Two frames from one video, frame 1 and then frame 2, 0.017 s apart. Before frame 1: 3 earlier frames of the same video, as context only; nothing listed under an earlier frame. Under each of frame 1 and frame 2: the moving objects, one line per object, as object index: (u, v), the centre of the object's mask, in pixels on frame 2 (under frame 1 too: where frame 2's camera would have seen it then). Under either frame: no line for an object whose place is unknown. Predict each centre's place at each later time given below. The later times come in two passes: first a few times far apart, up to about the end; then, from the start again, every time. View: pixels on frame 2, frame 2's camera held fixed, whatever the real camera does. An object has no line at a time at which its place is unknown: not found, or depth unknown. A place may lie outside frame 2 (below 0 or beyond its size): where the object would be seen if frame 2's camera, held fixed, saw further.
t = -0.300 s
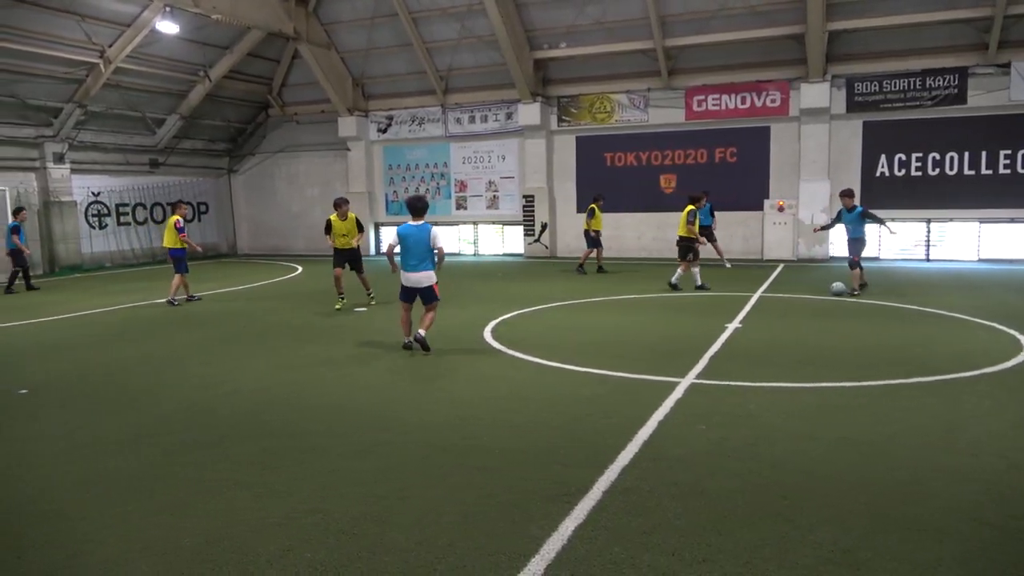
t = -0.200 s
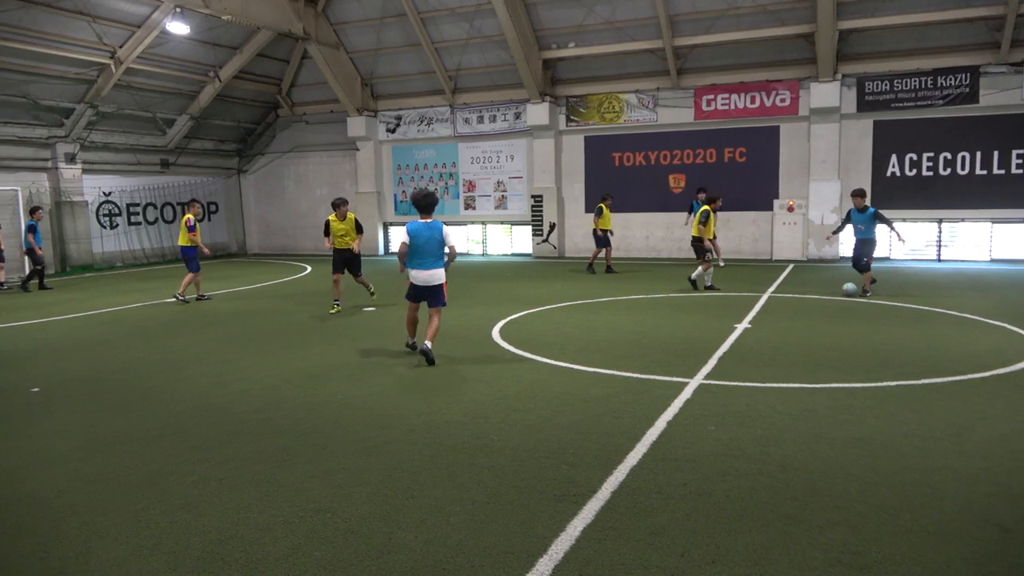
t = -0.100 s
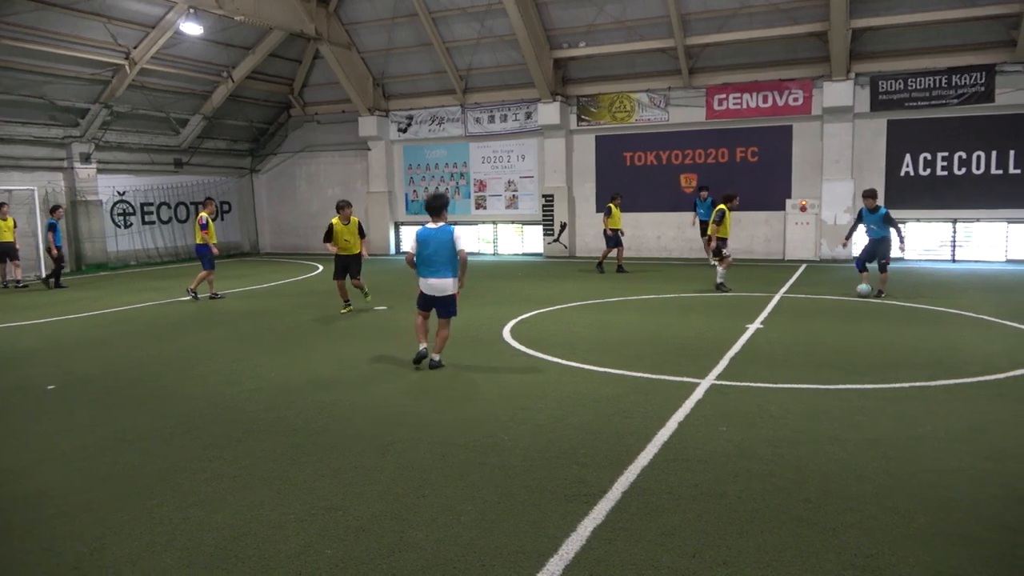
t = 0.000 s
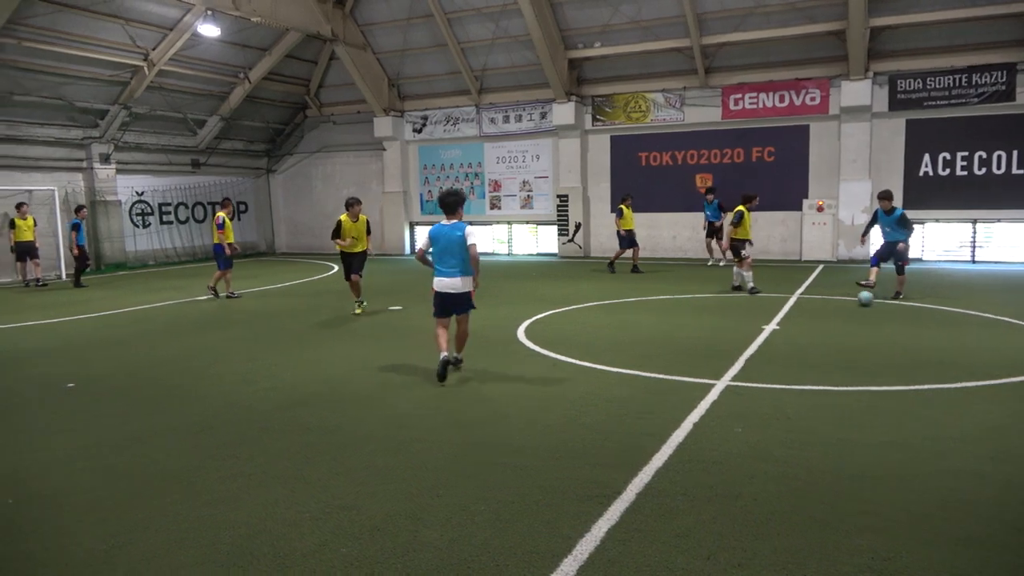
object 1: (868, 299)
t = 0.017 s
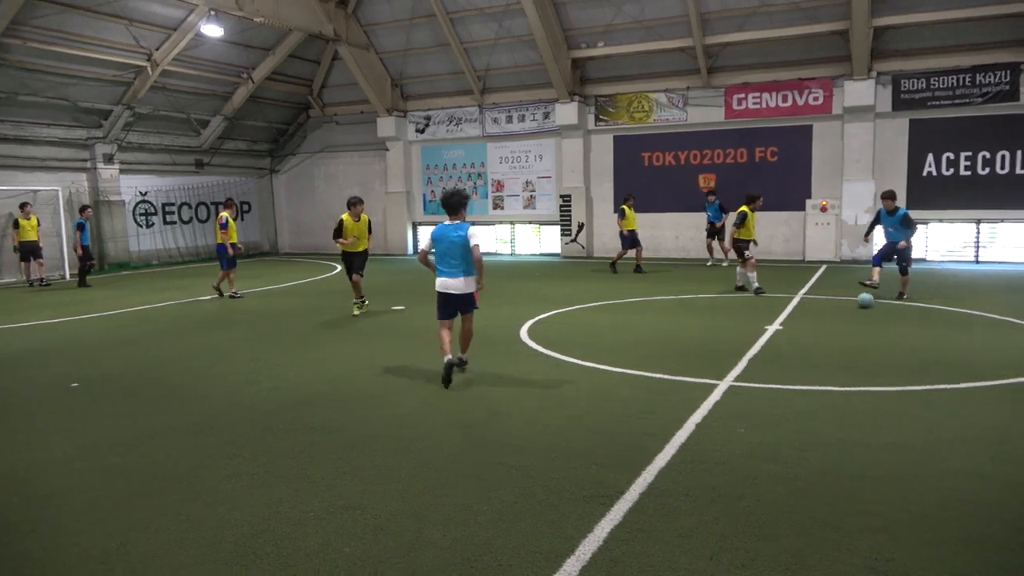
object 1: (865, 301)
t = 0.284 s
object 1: (812, 323)
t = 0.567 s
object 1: (751, 350)
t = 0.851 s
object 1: (672, 389)
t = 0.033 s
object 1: (862, 302)
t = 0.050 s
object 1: (859, 303)
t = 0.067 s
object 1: (855, 304)
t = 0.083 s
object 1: (852, 306)
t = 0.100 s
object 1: (849, 308)
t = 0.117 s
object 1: (845, 310)
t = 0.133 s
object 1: (841, 311)
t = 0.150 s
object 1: (838, 312)
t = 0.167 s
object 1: (835, 313)
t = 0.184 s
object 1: (832, 315)
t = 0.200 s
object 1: (829, 316)
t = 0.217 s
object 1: (826, 318)
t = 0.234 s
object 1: (822, 320)
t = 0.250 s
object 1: (819, 321)
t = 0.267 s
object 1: (816, 322)
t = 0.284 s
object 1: (812, 323)
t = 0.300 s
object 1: (808, 325)
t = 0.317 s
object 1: (805, 327)
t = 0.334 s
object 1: (801, 329)
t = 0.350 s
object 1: (798, 331)
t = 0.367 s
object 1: (795, 332)
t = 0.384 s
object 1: (791, 333)
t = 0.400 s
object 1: (788, 334)
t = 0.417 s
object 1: (784, 336)
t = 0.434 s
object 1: (780, 337)
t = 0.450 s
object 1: (776, 339)
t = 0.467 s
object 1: (773, 342)
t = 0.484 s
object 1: (769, 344)
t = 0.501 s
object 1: (766, 345)
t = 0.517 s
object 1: (762, 346)
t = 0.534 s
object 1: (759, 347)
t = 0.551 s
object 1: (755, 349)
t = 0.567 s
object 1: (751, 350)
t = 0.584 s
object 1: (747, 353)
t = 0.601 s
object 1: (744, 355)
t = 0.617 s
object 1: (740, 358)
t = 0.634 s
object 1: (735, 359)
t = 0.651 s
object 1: (730, 360)
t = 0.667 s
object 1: (726, 362)
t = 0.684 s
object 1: (721, 364)
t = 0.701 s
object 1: (717, 367)
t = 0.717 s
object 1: (712, 369)
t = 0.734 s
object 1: (708, 371)
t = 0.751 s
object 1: (703, 373)
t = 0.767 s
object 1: (697, 376)
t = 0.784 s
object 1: (692, 379)
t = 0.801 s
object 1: (688, 381)
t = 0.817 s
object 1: (683, 384)
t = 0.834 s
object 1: (677, 386)
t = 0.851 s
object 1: (672, 389)
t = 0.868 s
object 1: (666, 392)
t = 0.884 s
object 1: (660, 394)
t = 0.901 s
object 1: (654, 397)
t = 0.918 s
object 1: (648, 400)
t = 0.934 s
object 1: (642, 402)
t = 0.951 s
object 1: (635, 405)
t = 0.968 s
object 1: (628, 408)
